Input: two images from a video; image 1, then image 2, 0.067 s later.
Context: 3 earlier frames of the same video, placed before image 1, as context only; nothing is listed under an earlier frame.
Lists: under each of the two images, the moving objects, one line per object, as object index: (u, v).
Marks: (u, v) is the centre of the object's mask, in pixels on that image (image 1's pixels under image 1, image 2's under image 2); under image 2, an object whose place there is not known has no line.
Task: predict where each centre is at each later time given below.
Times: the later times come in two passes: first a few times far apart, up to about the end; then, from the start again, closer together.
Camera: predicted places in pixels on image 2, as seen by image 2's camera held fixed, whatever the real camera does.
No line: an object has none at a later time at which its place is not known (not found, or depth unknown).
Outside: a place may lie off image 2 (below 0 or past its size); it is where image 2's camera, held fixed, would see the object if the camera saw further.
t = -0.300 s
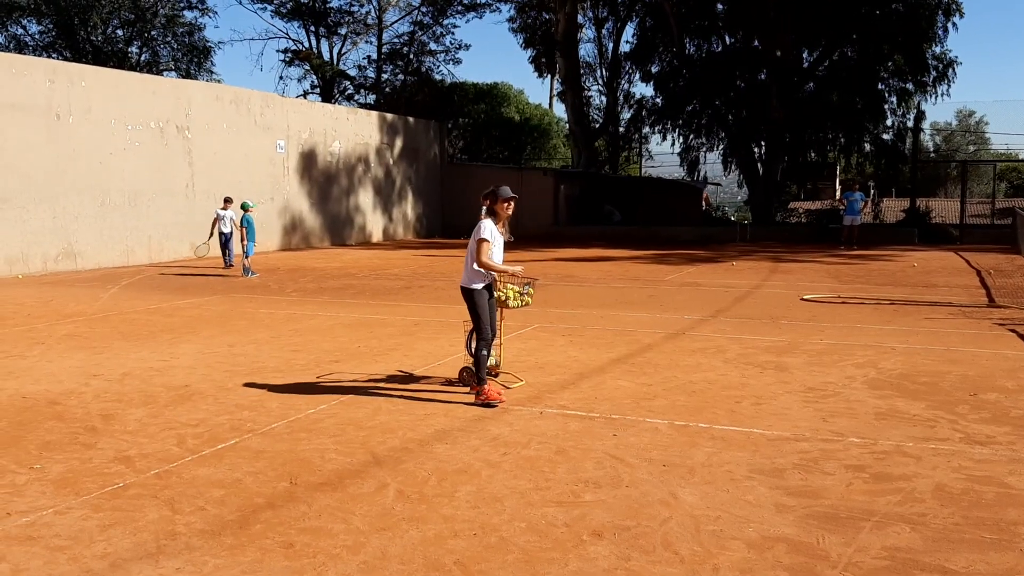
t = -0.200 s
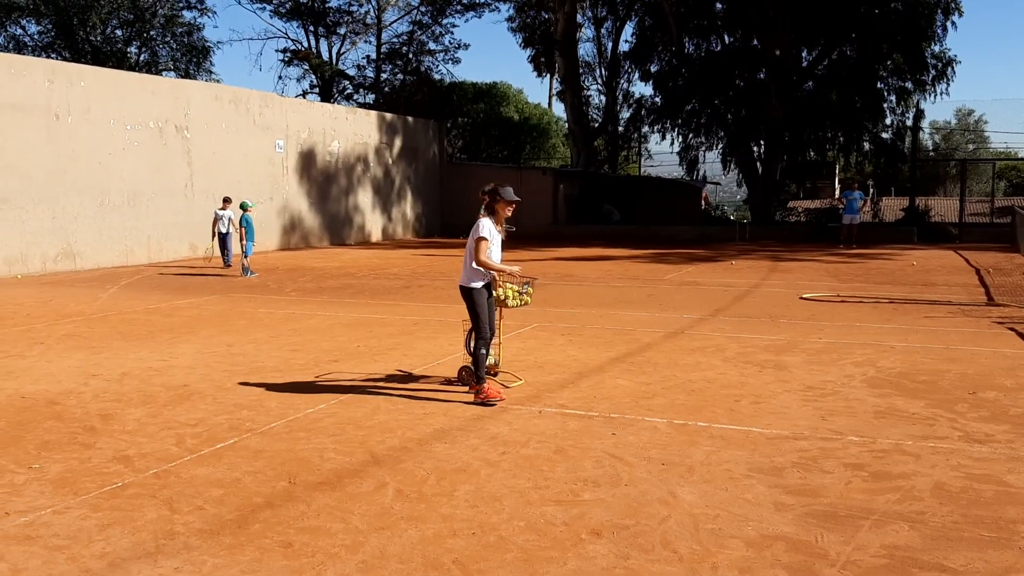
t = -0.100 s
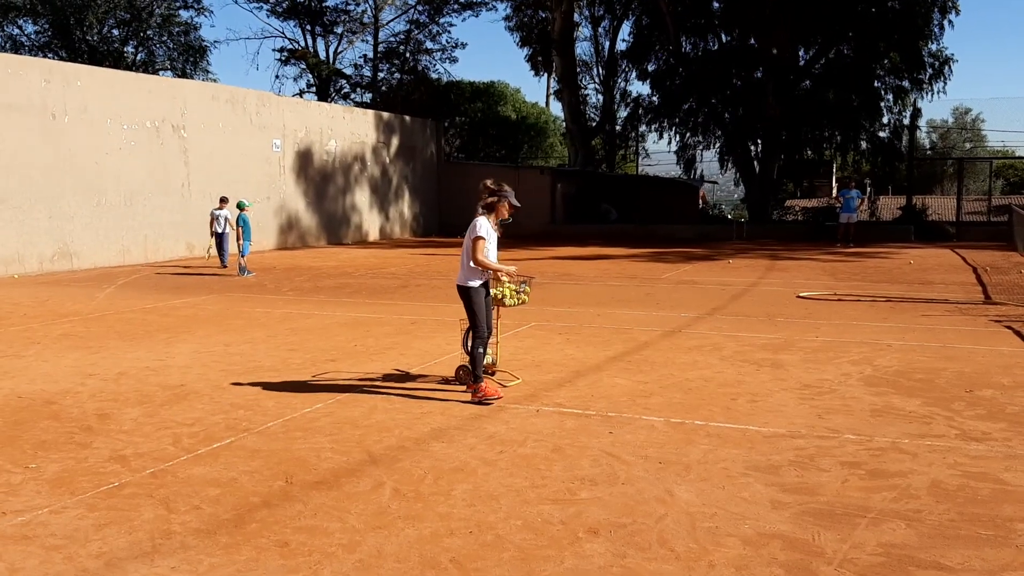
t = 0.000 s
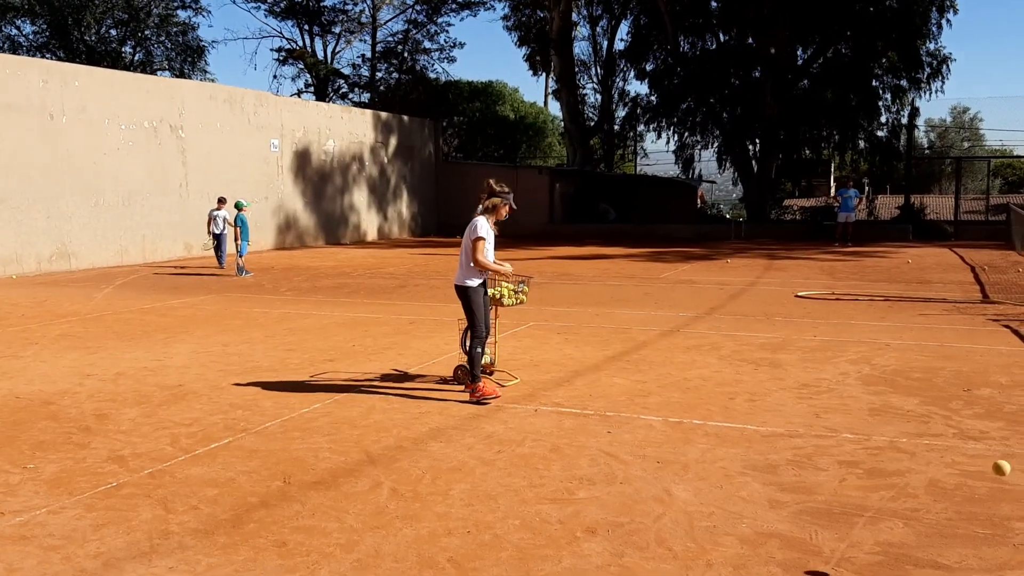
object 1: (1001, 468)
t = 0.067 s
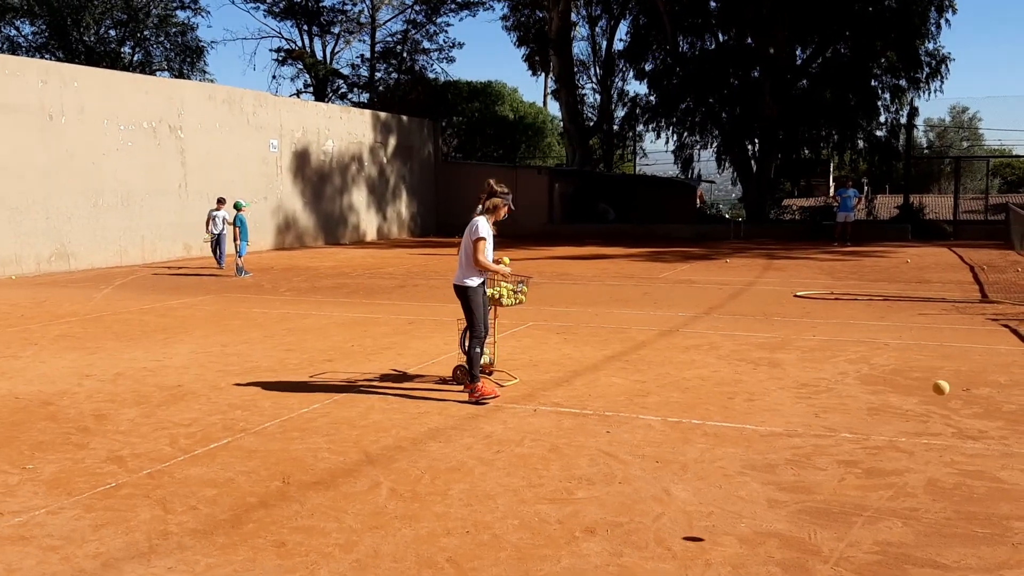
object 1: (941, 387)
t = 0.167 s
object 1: (864, 304)
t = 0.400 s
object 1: (728, 228)
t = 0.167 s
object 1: (864, 304)
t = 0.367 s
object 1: (744, 231)
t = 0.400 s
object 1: (728, 228)
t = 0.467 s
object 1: (699, 228)
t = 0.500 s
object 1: (685, 231)
